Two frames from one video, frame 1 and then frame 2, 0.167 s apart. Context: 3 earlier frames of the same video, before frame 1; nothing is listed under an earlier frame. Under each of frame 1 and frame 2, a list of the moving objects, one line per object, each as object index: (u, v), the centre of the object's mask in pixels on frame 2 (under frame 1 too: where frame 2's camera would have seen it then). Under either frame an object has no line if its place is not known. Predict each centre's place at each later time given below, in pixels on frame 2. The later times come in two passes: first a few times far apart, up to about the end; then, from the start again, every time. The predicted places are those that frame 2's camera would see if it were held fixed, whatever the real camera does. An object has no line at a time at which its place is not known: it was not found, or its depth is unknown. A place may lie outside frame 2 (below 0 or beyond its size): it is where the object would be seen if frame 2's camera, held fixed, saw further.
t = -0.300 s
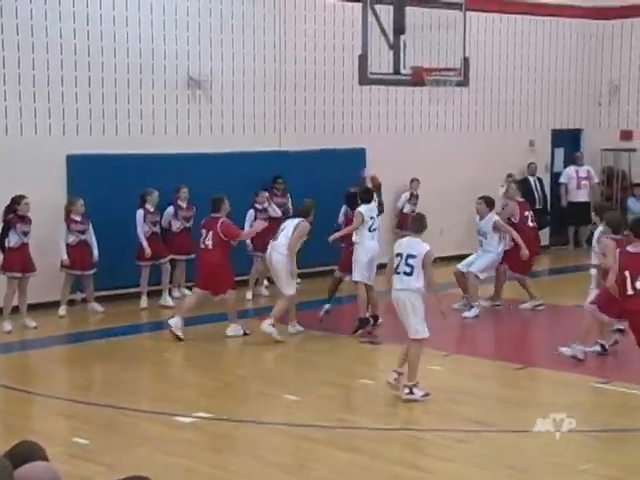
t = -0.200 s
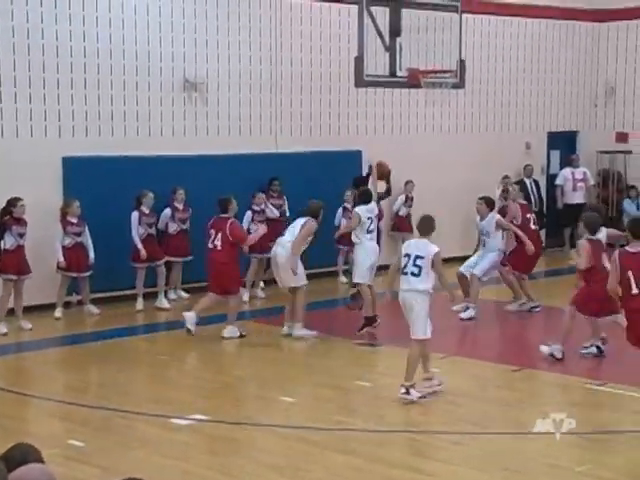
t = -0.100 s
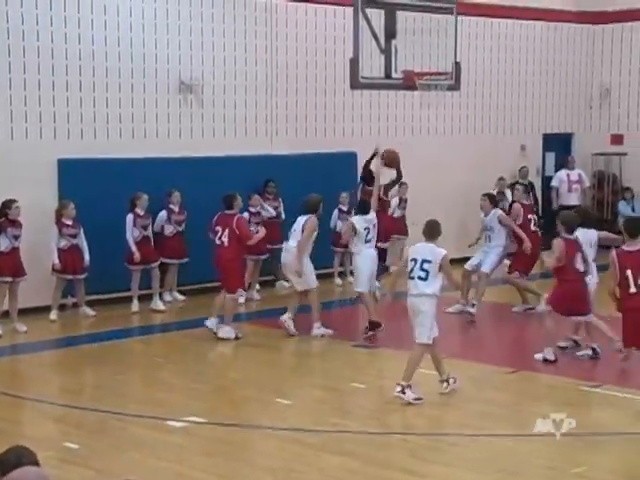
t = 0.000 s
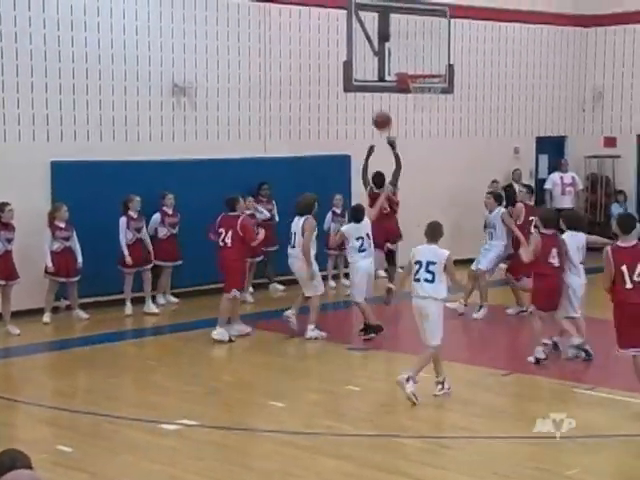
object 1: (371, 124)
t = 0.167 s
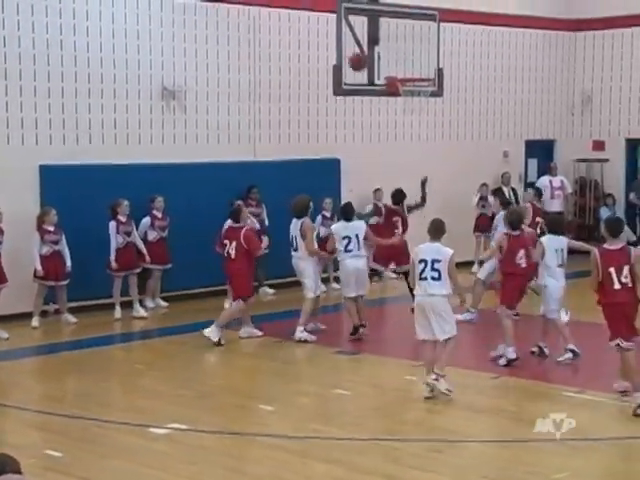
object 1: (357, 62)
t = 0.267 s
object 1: (364, 43)
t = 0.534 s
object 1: (411, 41)
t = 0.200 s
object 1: (354, 53)
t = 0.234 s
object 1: (358, 47)
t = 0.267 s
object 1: (364, 43)
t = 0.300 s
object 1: (370, 39)
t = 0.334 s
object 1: (376, 37)
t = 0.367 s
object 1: (380, 36)
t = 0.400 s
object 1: (388, 34)
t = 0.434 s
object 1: (394, 35)
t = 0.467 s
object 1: (399, 36)
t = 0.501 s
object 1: (405, 38)
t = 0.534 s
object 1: (411, 41)
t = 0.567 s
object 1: (417, 45)
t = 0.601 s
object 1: (423, 51)
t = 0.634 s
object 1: (428, 56)
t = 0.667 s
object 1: (435, 63)
